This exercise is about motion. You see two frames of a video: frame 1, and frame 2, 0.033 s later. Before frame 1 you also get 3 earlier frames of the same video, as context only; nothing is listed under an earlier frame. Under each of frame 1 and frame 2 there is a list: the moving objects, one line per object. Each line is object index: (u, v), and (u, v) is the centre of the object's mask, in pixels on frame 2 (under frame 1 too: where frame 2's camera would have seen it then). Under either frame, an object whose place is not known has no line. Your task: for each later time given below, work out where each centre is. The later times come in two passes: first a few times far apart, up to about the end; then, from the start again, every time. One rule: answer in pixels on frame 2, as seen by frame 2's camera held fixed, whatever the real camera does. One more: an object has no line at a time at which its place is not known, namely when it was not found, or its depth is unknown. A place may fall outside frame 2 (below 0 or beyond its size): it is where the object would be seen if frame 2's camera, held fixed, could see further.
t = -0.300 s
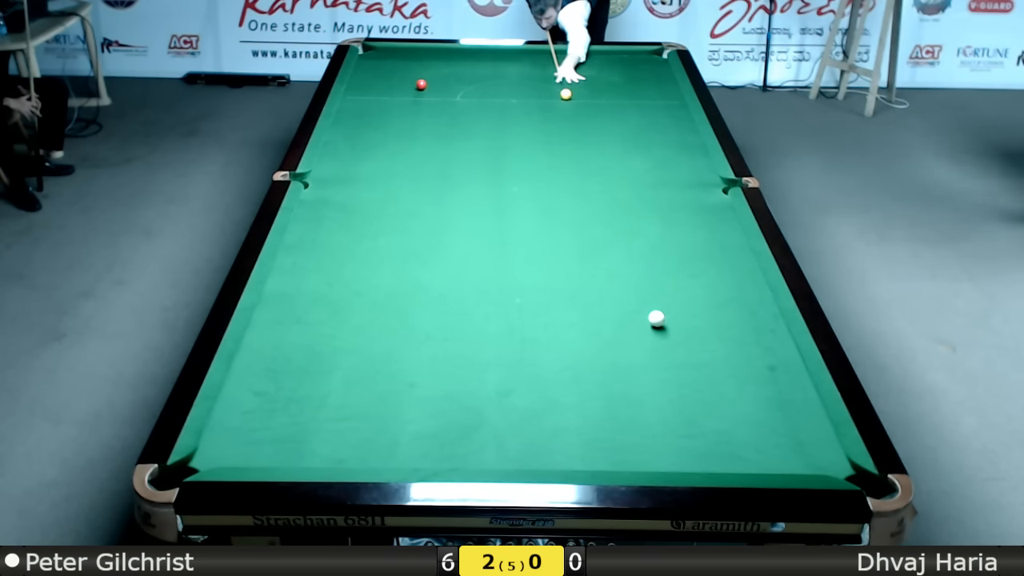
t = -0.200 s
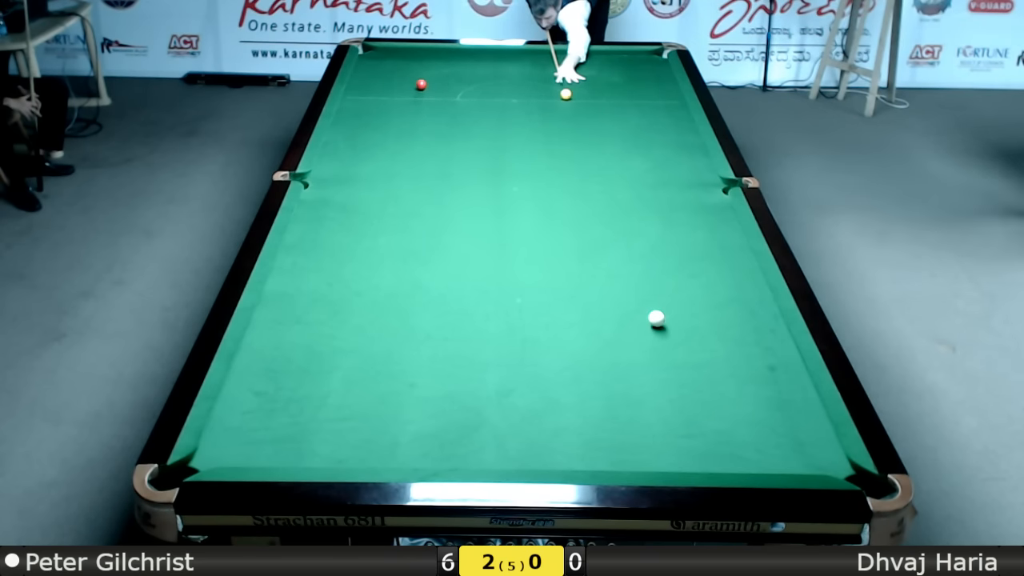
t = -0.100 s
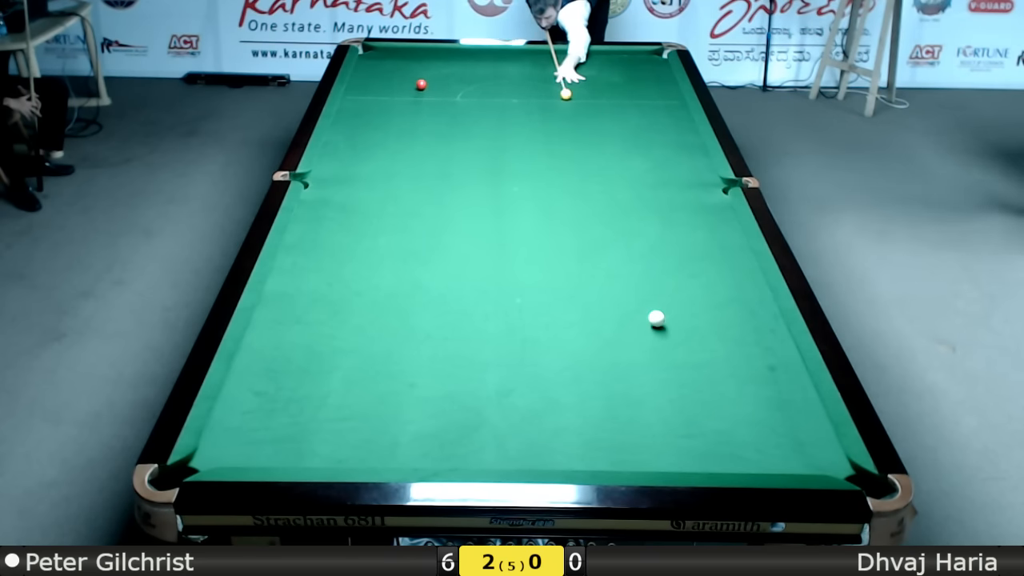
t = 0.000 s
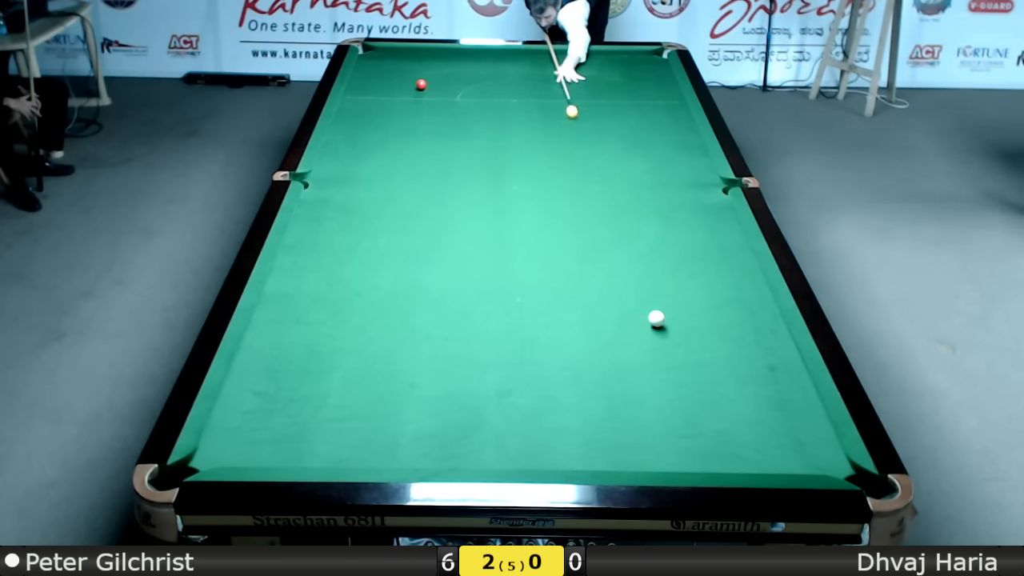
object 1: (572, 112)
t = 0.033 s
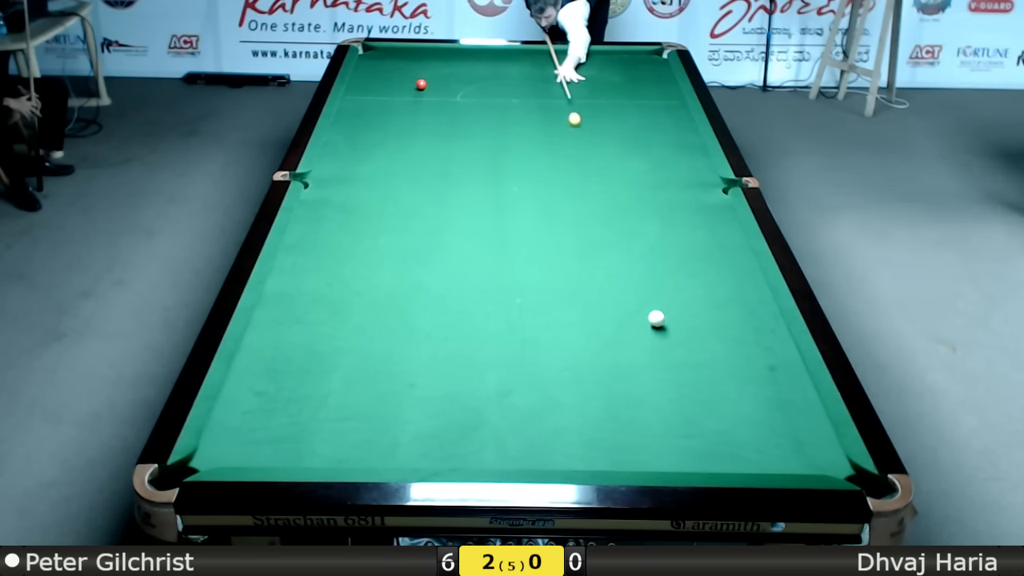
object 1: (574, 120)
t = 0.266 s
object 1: (593, 173)
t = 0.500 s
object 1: (615, 236)
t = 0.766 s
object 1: (632, 324)
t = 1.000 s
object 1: (585, 393)
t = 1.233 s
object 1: (535, 457)
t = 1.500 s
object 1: (488, 390)
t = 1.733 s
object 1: (454, 347)
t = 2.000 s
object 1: (420, 304)
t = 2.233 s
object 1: (394, 271)
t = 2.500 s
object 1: (367, 239)
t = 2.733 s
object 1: (346, 214)
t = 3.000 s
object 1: (326, 189)
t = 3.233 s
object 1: (323, 173)
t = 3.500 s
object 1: (359, 169)
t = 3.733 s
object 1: (387, 165)
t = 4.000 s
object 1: (418, 161)
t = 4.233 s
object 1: (444, 157)
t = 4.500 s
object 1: (471, 154)
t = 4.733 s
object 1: (494, 151)
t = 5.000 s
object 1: (518, 148)
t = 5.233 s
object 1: (538, 145)
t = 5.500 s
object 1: (559, 142)
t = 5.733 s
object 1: (576, 140)
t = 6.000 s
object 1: (595, 137)
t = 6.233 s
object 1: (610, 135)
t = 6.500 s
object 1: (626, 133)
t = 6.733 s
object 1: (639, 131)
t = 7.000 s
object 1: (653, 129)
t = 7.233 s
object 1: (664, 128)
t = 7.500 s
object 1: (675, 126)
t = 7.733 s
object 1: (684, 125)
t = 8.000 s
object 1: (689, 124)
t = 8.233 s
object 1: (684, 123)
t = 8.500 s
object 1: (680, 122)
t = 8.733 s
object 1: (677, 122)
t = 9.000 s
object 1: (674, 122)
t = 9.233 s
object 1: (673, 122)
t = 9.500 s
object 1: (673, 122)
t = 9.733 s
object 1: (673, 122)
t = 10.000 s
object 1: (673, 122)
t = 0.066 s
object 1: (577, 127)
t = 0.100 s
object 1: (579, 135)
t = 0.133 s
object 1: (582, 142)
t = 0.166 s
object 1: (585, 150)
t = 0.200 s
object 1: (587, 157)
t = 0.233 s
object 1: (590, 165)
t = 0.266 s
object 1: (593, 173)
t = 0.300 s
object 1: (596, 181)
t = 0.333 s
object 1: (599, 189)
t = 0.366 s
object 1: (602, 198)
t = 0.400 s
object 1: (605, 207)
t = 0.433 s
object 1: (608, 217)
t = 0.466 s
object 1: (612, 227)
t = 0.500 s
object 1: (615, 236)
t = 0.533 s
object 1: (619, 247)
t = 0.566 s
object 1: (623, 258)
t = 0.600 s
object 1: (627, 269)
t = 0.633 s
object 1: (631, 280)
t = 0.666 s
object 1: (635, 292)
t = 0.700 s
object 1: (639, 305)
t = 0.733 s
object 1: (641, 316)
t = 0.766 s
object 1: (632, 324)
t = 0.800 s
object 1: (624, 333)
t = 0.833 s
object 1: (617, 341)
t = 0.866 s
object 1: (610, 351)
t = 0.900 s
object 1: (604, 360)
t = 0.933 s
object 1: (597, 371)
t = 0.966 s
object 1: (591, 382)
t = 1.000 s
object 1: (585, 393)
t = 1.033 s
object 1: (578, 404)
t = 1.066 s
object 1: (571, 416)
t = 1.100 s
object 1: (564, 428)
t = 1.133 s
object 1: (557, 441)
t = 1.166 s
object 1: (549, 454)
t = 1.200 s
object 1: (541, 462)
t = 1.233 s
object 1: (535, 457)
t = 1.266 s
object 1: (528, 447)
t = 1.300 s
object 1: (522, 437)
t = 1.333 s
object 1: (516, 427)
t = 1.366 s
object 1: (510, 419)
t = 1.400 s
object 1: (505, 411)
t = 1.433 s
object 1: (499, 404)
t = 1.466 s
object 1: (494, 397)
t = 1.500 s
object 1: (488, 390)
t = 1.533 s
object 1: (483, 384)
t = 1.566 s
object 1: (478, 377)
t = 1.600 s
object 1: (473, 371)
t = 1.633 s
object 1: (468, 364)
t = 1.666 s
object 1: (463, 358)
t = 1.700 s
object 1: (458, 352)
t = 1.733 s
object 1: (454, 347)
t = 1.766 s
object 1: (449, 341)
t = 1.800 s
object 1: (445, 335)
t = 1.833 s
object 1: (440, 330)
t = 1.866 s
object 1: (436, 324)
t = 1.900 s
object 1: (432, 319)
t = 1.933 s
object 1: (428, 314)
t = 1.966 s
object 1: (424, 308)
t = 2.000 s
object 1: (420, 304)
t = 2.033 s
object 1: (416, 299)
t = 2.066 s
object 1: (412, 294)
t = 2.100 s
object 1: (408, 289)
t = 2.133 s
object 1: (404, 284)
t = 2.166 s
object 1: (401, 280)
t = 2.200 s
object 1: (397, 276)
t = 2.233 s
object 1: (394, 271)
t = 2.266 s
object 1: (390, 267)
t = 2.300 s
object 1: (387, 263)
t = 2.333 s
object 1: (383, 259)
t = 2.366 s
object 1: (380, 254)
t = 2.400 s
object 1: (377, 250)
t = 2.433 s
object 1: (373, 247)
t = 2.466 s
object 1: (370, 243)
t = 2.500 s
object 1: (367, 239)
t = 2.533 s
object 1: (364, 235)
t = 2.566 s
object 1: (361, 231)
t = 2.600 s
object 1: (358, 228)
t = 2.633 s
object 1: (355, 224)
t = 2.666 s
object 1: (352, 221)
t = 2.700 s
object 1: (349, 217)
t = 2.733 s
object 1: (346, 214)
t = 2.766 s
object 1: (344, 211)
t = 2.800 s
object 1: (341, 207)
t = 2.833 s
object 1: (339, 204)
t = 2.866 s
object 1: (336, 201)
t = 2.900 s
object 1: (333, 198)
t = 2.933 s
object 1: (331, 195)
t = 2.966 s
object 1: (328, 191)
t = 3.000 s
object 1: (326, 189)
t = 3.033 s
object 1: (323, 186)
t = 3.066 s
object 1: (321, 183)
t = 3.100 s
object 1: (319, 180)
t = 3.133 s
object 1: (316, 177)
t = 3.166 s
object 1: (314, 174)
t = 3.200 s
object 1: (318, 173)
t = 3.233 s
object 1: (323, 173)
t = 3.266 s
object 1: (328, 172)
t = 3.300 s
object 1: (333, 172)
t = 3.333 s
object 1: (337, 171)
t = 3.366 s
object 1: (342, 171)
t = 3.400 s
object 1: (346, 170)
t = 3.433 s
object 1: (350, 170)
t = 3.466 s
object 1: (354, 169)
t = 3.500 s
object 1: (359, 169)
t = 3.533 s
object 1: (363, 168)
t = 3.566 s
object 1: (367, 168)
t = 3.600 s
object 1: (371, 167)
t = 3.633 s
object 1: (375, 166)
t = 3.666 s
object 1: (379, 166)
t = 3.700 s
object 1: (383, 165)
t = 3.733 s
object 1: (387, 165)
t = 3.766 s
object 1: (391, 164)
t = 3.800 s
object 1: (395, 164)
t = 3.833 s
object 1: (399, 163)
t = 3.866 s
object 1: (403, 163)
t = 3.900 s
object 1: (407, 162)
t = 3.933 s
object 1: (411, 162)
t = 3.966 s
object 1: (414, 161)
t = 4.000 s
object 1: (418, 161)
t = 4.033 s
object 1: (422, 160)
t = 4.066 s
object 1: (426, 160)
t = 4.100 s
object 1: (429, 159)
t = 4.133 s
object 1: (433, 159)
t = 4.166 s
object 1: (437, 158)
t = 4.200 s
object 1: (440, 158)
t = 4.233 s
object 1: (444, 157)
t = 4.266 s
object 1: (447, 157)
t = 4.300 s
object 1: (451, 156)
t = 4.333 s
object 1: (454, 156)
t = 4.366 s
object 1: (458, 156)
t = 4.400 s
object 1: (461, 155)
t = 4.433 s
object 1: (465, 155)
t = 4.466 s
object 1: (468, 154)
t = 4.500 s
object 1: (471, 154)
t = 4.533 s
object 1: (474, 153)
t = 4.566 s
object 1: (478, 153)
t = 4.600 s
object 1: (481, 153)
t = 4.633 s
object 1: (484, 152)
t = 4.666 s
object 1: (487, 152)
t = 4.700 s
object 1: (490, 151)
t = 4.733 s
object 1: (494, 151)
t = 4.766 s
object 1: (497, 150)
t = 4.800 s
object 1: (500, 150)
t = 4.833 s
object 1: (503, 150)
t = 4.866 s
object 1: (506, 149)
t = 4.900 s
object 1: (509, 149)
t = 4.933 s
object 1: (512, 148)
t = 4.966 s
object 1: (515, 148)
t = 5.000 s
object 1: (518, 148)
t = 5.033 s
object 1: (521, 147)
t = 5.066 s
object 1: (524, 147)
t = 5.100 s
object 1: (527, 146)
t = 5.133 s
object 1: (529, 146)
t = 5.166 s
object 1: (532, 146)
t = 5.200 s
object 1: (535, 145)
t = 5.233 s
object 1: (538, 145)
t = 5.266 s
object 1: (540, 144)
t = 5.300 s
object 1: (543, 144)
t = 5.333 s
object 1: (546, 144)
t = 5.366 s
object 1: (548, 144)
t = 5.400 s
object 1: (551, 143)
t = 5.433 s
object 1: (554, 143)
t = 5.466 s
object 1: (556, 142)
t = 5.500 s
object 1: (559, 142)
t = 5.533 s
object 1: (561, 142)
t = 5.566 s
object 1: (564, 141)
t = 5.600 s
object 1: (567, 141)
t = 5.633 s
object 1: (569, 141)
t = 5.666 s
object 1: (572, 140)
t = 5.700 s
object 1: (574, 140)
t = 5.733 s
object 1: (576, 140)
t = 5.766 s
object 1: (579, 139)
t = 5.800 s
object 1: (581, 139)
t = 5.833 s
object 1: (583, 139)
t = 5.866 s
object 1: (586, 138)
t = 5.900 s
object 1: (588, 138)
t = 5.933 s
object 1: (590, 138)
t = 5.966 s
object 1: (593, 137)
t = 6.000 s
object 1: (595, 137)
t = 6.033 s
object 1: (597, 137)
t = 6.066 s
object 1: (599, 136)
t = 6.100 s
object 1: (602, 137)
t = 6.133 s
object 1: (604, 136)
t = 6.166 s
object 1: (606, 136)
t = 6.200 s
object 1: (608, 136)
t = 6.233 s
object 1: (610, 135)
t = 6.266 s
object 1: (612, 135)
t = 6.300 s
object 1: (614, 135)
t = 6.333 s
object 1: (616, 134)
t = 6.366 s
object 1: (618, 134)
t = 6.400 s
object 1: (620, 134)
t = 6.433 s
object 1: (622, 133)
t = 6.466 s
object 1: (624, 133)
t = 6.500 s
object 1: (626, 133)
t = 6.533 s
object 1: (628, 133)
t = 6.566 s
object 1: (630, 132)
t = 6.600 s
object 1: (632, 132)
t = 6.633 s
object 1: (633, 132)
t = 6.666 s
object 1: (635, 132)
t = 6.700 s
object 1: (637, 132)
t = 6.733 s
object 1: (639, 131)
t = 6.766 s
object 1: (641, 131)
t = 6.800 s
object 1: (643, 131)
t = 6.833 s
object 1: (644, 130)
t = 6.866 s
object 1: (646, 130)
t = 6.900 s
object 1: (648, 130)
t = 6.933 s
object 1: (649, 130)
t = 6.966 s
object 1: (651, 130)
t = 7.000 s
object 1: (653, 129)
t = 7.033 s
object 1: (654, 129)
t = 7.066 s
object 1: (656, 129)
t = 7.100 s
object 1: (657, 129)
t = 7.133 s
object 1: (659, 128)
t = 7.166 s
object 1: (661, 128)
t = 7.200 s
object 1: (662, 128)
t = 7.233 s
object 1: (664, 128)
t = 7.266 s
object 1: (665, 128)
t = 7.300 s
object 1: (667, 127)
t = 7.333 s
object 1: (668, 127)
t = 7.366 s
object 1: (669, 127)
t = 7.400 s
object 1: (671, 127)
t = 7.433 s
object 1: (672, 127)
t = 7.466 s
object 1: (674, 126)
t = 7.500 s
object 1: (675, 126)
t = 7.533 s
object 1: (676, 126)
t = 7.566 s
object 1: (677, 126)
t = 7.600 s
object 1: (679, 126)
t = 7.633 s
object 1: (680, 126)
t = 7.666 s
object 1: (681, 125)
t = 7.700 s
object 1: (682, 125)
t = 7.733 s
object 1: (684, 125)
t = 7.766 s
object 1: (685, 125)
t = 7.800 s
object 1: (686, 125)
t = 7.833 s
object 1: (687, 124)
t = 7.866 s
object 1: (688, 124)
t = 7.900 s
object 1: (690, 124)
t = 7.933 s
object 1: (690, 124)
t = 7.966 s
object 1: (690, 124)
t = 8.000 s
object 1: (689, 124)
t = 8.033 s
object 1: (688, 124)
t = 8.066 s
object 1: (687, 123)
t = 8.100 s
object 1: (687, 123)
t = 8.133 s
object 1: (686, 123)
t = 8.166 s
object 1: (685, 123)
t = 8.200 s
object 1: (685, 123)
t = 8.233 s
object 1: (684, 123)
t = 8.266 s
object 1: (683, 123)
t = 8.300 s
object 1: (683, 123)
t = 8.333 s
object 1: (682, 123)
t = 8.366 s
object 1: (682, 123)
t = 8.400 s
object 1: (681, 123)
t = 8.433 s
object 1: (680, 123)
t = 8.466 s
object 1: (680, 122)
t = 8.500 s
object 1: (680, 122)
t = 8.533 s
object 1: (679, 122)
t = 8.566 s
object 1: (679, 122)
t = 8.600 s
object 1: (678, 122)
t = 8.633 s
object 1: (678, 122)
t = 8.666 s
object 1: (677, 122)
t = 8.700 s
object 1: (677, 122)
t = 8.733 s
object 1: (677, 122)
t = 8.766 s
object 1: (676, 122)
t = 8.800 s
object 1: (676, 122)
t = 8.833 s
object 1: (676, 122)
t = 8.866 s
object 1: (675, 122)
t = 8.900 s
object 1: (675, 122)
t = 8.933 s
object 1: (675, 122)
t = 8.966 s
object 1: (674, 122)
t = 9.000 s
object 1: (674, 122)
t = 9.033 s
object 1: (674, 122)
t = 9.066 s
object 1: (674, 122)
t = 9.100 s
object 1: (673, 122)
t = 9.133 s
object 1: (673, 122)
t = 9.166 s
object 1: (673, 122)
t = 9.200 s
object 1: (673, 122)
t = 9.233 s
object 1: (673, 122)
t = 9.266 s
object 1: (673, 122)
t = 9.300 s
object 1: (673, 122)
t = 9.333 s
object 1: (673, 122)
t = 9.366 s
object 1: (673, 122)
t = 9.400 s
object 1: (673, 122)
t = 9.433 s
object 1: (673, 122)
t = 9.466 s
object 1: (673, 122)
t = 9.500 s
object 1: (673, 122)
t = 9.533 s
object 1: (673, 122)
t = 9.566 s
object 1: (673, 122)
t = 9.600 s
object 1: (673, 122)
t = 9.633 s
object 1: (673, 122)
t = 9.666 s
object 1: (673, 122)
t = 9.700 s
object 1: (673, 122)
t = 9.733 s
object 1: (673, 122)
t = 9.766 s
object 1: (673, 122)
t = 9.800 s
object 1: (673, 122)
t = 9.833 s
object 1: (673, 122)
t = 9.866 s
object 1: (673, 122)
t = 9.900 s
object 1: (673, 122)
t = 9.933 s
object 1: (673, 122)
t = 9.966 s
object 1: (673, 122)
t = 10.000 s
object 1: (673, 122)
